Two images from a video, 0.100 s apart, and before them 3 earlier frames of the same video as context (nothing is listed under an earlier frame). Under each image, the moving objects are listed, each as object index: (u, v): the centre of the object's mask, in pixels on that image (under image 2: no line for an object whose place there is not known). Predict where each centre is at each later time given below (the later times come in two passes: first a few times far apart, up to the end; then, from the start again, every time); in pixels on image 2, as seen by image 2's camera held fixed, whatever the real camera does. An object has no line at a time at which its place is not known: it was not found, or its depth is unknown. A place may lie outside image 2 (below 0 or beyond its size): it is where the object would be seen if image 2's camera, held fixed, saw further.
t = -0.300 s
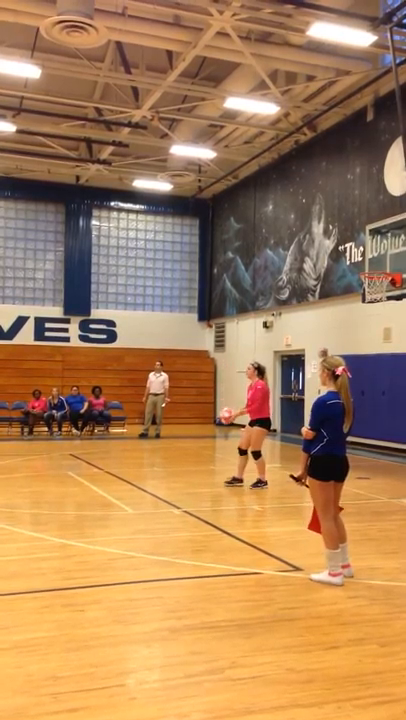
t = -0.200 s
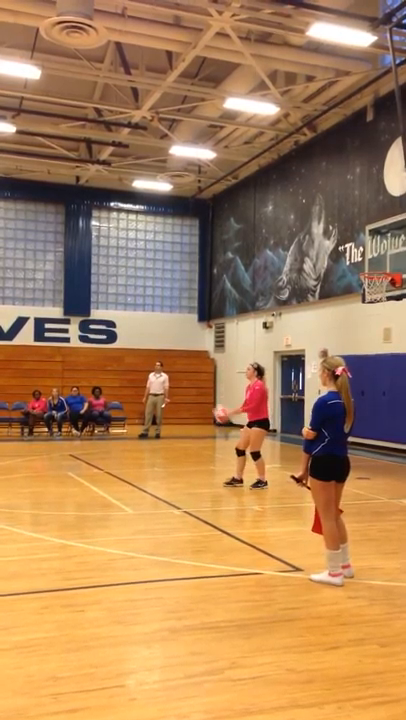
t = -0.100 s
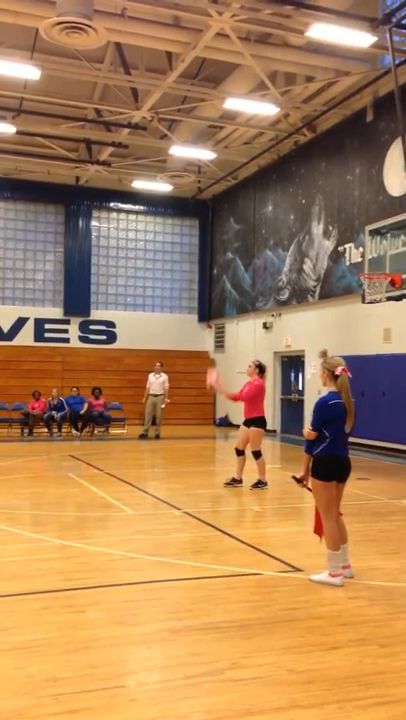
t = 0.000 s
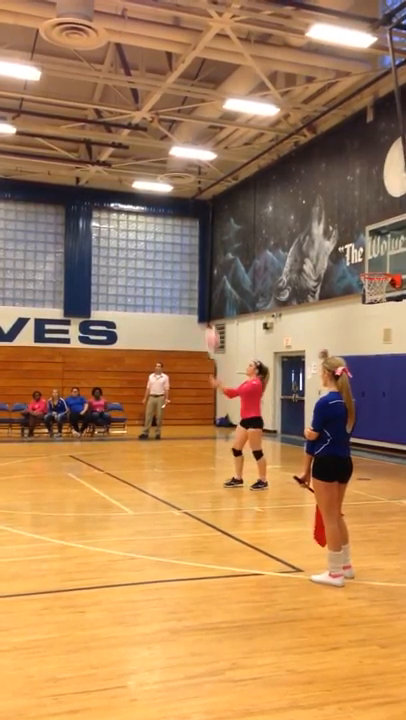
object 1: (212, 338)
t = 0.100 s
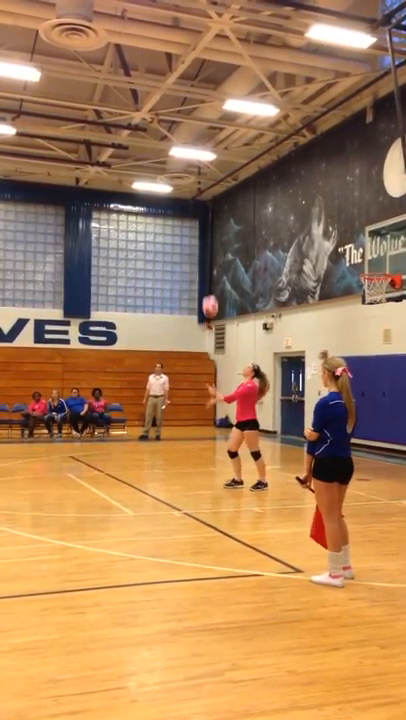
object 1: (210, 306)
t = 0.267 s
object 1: (207, 268)
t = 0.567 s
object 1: (201, 251)
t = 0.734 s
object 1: (198, 269)
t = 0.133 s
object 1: (209, 297)
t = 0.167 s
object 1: (208, 289)
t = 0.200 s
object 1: (208, 281)
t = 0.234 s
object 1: (207, 274)
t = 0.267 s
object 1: (207, 268)
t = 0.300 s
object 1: (207, 263)
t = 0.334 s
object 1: (206, 259)
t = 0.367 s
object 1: (205, 255)
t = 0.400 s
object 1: (205, 253)
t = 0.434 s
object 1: (204, 251)
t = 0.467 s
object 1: (203, 249)
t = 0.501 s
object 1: (203, 249)
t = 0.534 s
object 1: (202, 250)
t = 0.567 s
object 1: (201, 251)
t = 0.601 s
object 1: (200, 253)
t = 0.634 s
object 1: (199, 256)
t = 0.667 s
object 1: (198, 260)
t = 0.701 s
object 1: (198, 264)
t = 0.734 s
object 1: (198, 269)
